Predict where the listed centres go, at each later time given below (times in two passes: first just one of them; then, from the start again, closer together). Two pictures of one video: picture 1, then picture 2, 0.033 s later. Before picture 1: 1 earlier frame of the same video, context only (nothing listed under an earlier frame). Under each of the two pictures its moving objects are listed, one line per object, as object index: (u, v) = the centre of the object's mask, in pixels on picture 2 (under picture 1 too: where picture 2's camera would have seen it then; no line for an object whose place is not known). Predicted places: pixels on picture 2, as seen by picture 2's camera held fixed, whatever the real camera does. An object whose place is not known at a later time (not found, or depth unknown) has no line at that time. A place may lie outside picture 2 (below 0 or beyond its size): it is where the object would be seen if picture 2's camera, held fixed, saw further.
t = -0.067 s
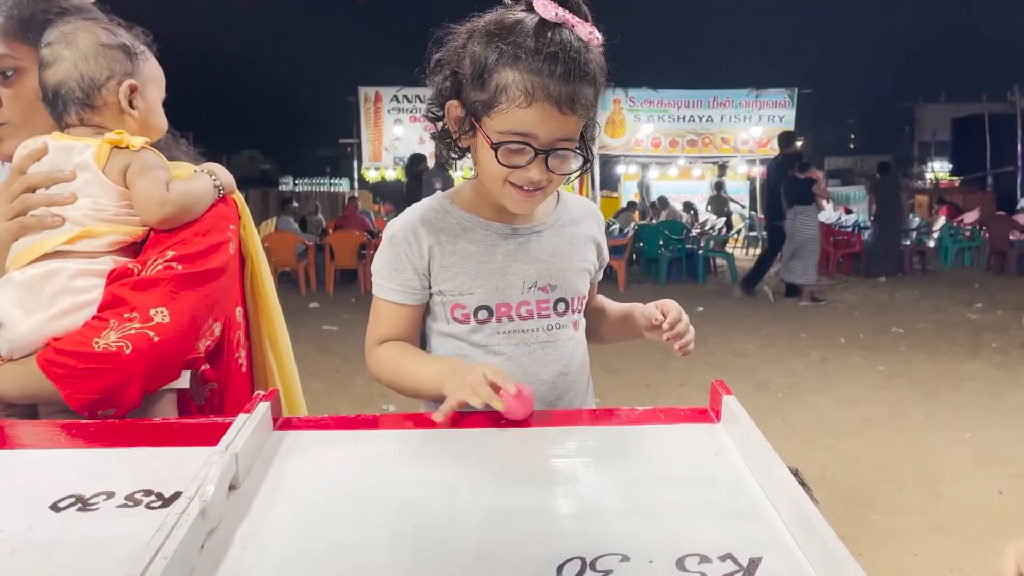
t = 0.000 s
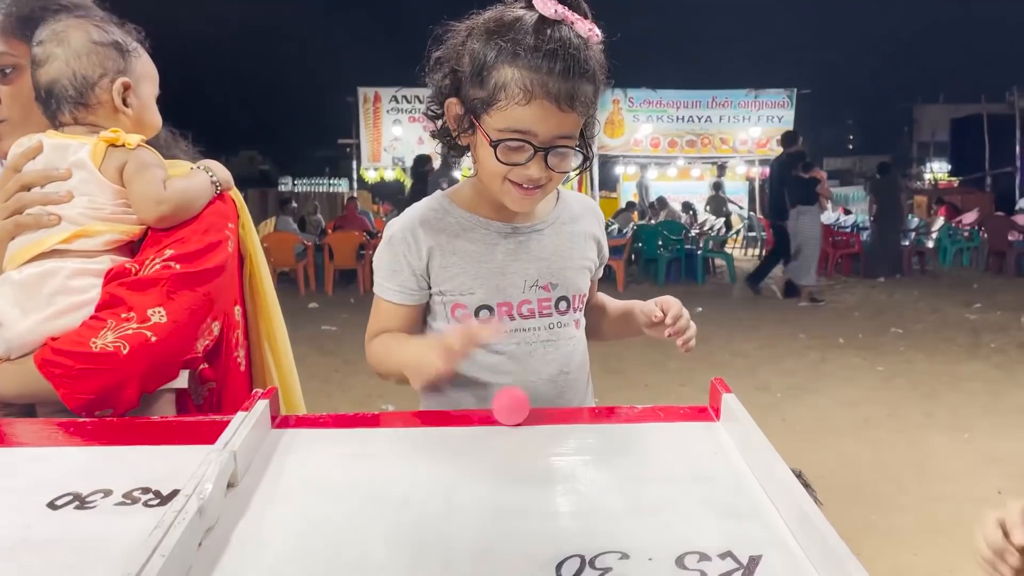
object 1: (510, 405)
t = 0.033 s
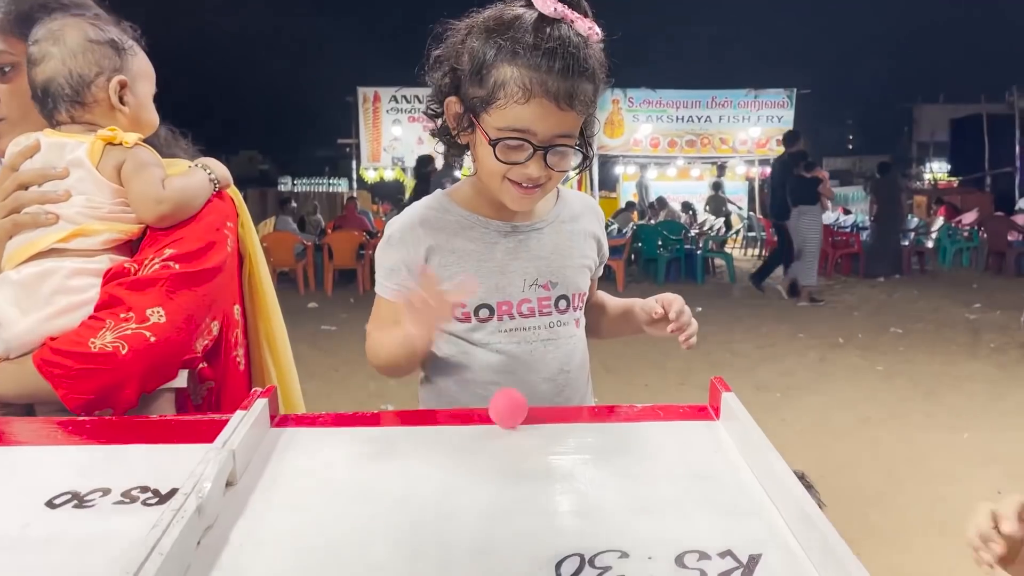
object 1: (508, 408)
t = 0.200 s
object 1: (499, 431)
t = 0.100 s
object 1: (504, 416)
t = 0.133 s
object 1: (503, 421)
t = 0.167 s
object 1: (501, 426)
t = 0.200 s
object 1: (499, 431)
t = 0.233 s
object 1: (498, 437)
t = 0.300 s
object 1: (496, 451)
